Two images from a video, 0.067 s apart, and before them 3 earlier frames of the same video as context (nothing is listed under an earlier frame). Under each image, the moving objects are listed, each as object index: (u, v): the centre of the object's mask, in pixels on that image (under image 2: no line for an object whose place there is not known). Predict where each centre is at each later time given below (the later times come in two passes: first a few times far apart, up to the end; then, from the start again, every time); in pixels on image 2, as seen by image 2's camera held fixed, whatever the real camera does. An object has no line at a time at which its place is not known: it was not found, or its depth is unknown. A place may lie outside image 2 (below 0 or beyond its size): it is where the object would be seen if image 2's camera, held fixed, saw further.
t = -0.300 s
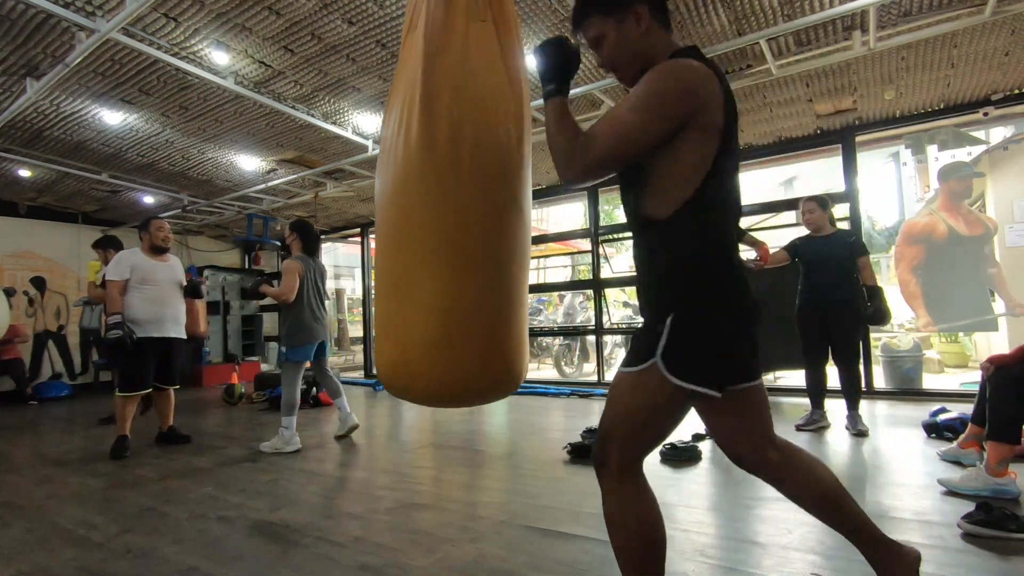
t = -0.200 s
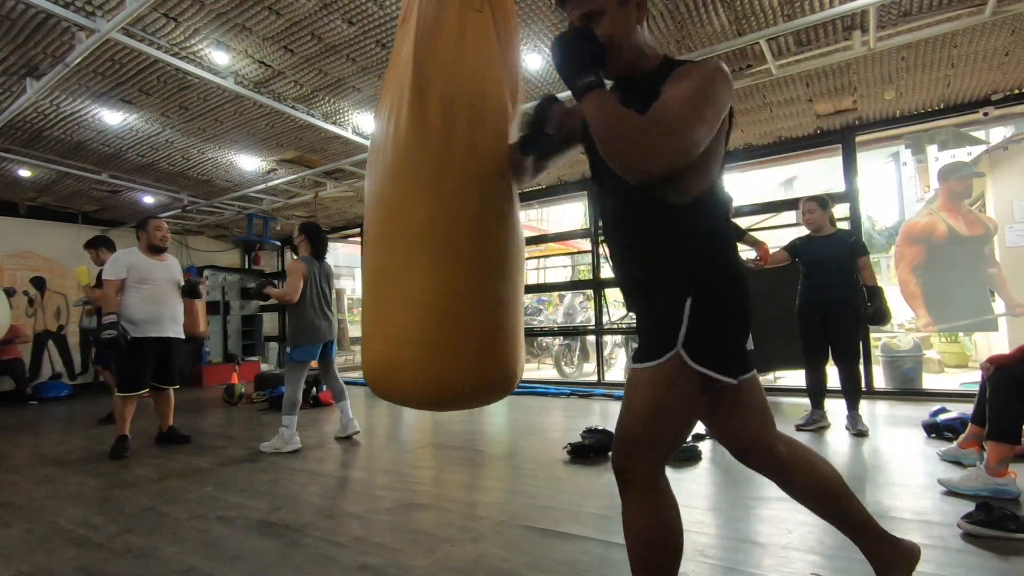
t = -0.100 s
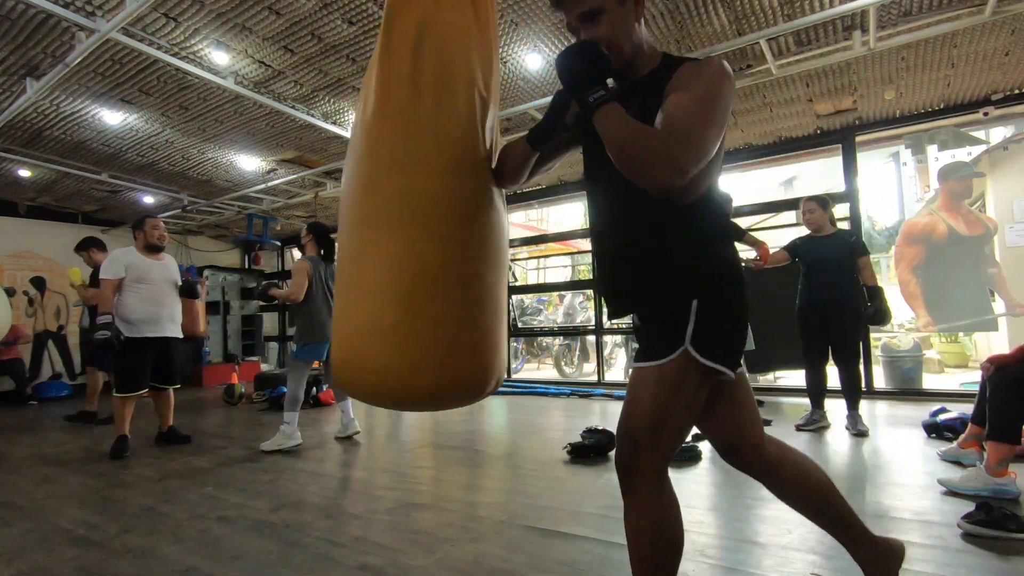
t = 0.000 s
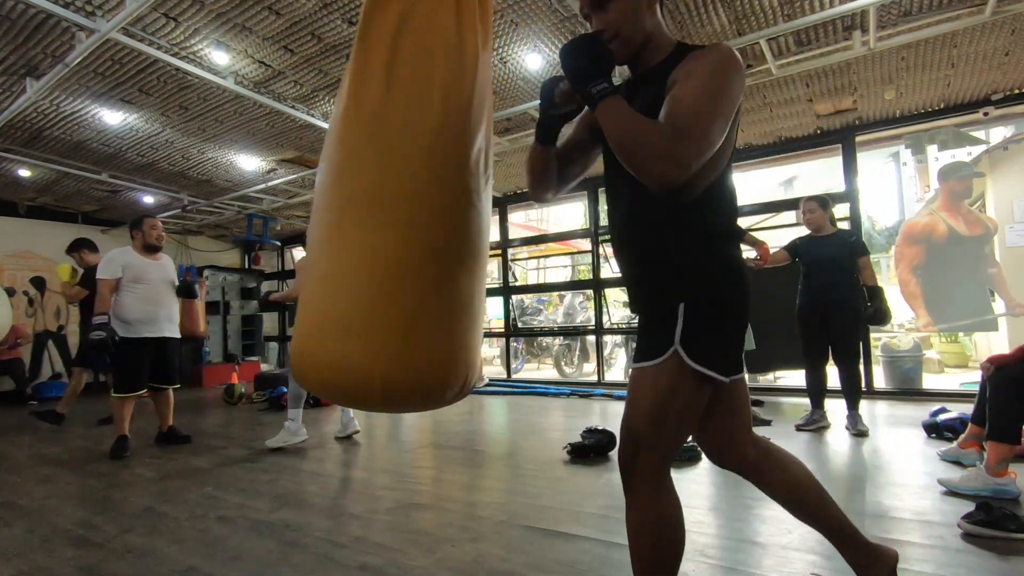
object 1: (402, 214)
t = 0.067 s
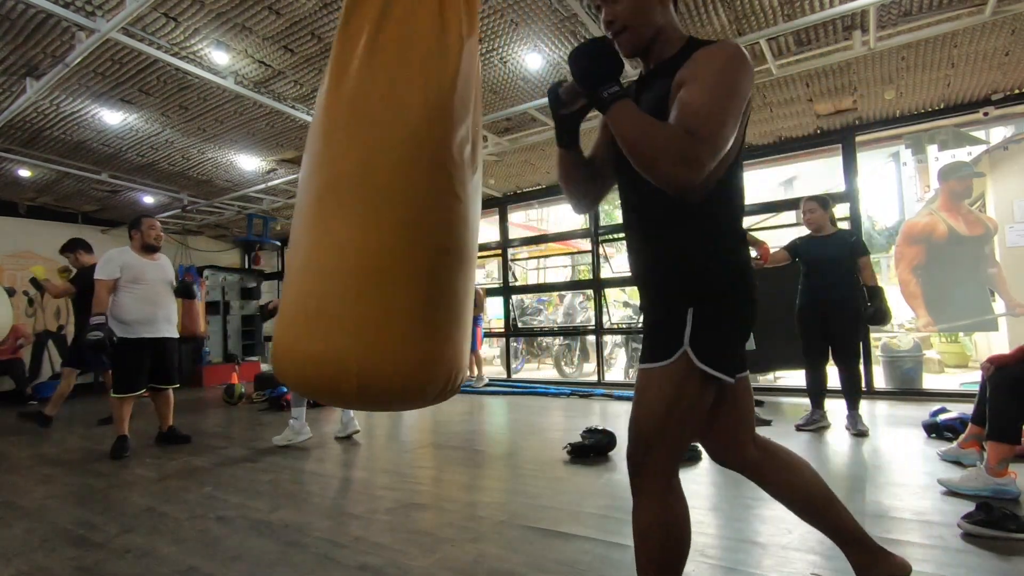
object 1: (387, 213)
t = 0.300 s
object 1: (362, 209)
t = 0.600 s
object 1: (394, 212)
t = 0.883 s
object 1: (464, 215)
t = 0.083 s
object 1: (384, 212)
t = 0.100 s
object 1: (381, 212)
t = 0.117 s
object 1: (379, 212)
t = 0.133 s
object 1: (376, 212)
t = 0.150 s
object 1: (374, 212)
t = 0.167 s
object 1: (371, 211)
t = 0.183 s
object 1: (370, 210)
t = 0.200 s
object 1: (368, 210)
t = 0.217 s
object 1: (366, 209)
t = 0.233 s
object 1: (364, 209)
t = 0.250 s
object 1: (363, 209)
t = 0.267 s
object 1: (363, 209)
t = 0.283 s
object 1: (362, 209)
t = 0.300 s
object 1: (362, 209)
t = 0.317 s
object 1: (361, 209)
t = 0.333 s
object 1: (362, 209)
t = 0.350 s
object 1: (362, 209)
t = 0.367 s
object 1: (363, 208)
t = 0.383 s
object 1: (364, 208)
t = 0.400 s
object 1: (365, 208)
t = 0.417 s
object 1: (366, 209)
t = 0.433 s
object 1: (367, 209)
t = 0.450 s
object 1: (369, 209)
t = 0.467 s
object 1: (371, 209)
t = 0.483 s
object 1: (374, 210)
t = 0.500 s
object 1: (376, 210)
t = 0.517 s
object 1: (379, 210)
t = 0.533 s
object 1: (382, 210)
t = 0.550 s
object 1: (385, 210)
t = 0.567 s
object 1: (388, 211)
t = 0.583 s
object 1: (391, 211)
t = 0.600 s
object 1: (394, 212)
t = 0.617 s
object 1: (398, 212)
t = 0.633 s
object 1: (402, 212)
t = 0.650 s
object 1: (406, 212)
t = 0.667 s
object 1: (410, 213)
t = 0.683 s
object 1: (413, 213)
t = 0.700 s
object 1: (418, 213)
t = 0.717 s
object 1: (422, 213)
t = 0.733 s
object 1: (426, 214)
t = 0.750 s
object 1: (430, 214)
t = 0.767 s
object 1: (434, 214)
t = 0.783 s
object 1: (439, 215)
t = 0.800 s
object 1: (443, 215)
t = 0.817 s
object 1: (447, 215)
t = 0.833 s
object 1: (452, 215)
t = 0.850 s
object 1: (456, 215)
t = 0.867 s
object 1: (460, 215)
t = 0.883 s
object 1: (464, 215)
